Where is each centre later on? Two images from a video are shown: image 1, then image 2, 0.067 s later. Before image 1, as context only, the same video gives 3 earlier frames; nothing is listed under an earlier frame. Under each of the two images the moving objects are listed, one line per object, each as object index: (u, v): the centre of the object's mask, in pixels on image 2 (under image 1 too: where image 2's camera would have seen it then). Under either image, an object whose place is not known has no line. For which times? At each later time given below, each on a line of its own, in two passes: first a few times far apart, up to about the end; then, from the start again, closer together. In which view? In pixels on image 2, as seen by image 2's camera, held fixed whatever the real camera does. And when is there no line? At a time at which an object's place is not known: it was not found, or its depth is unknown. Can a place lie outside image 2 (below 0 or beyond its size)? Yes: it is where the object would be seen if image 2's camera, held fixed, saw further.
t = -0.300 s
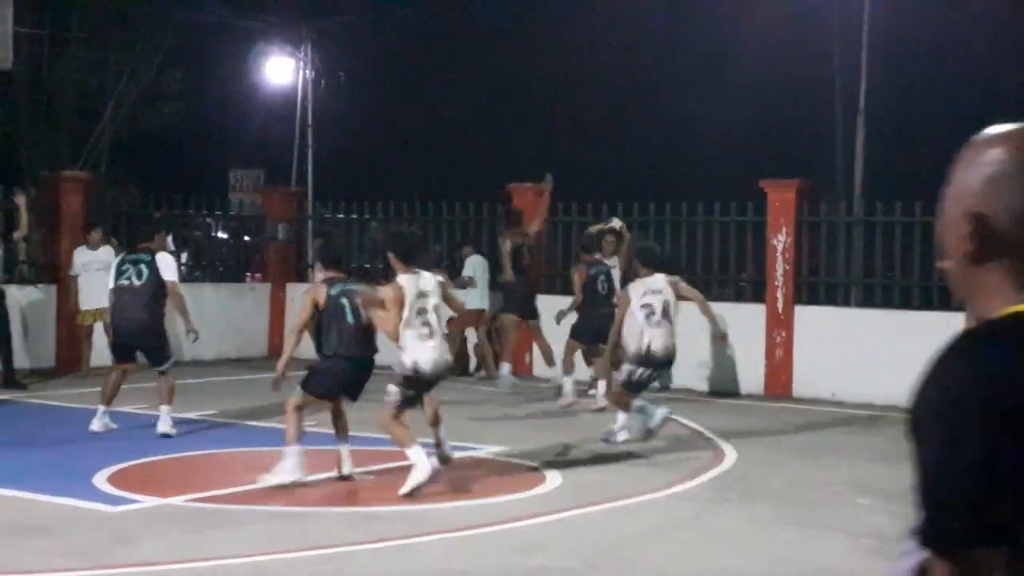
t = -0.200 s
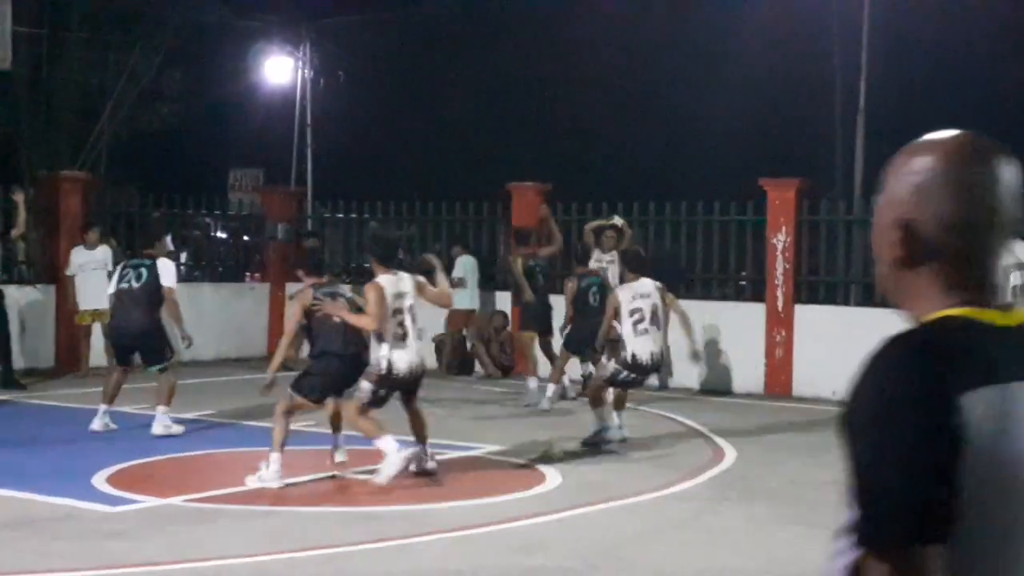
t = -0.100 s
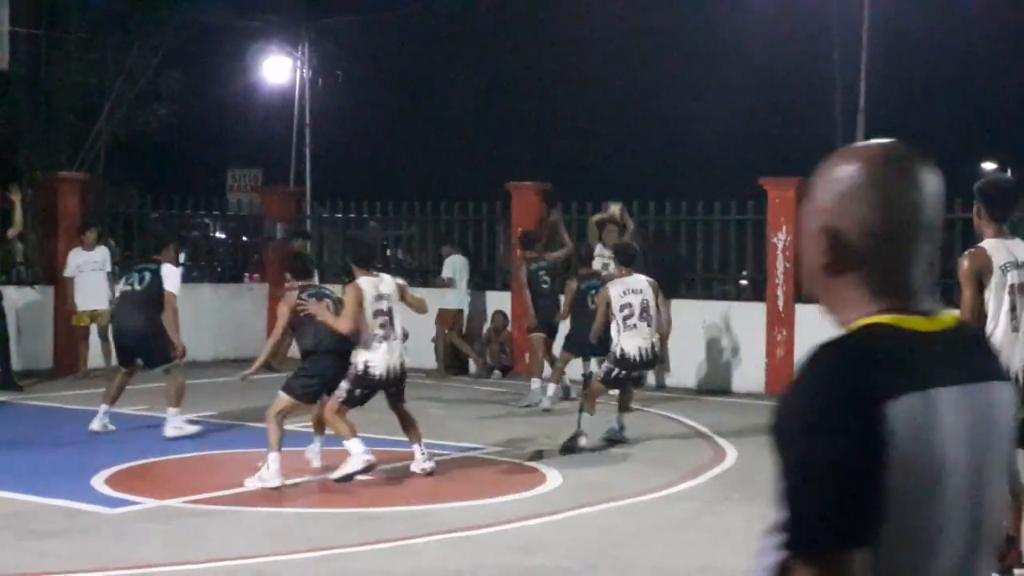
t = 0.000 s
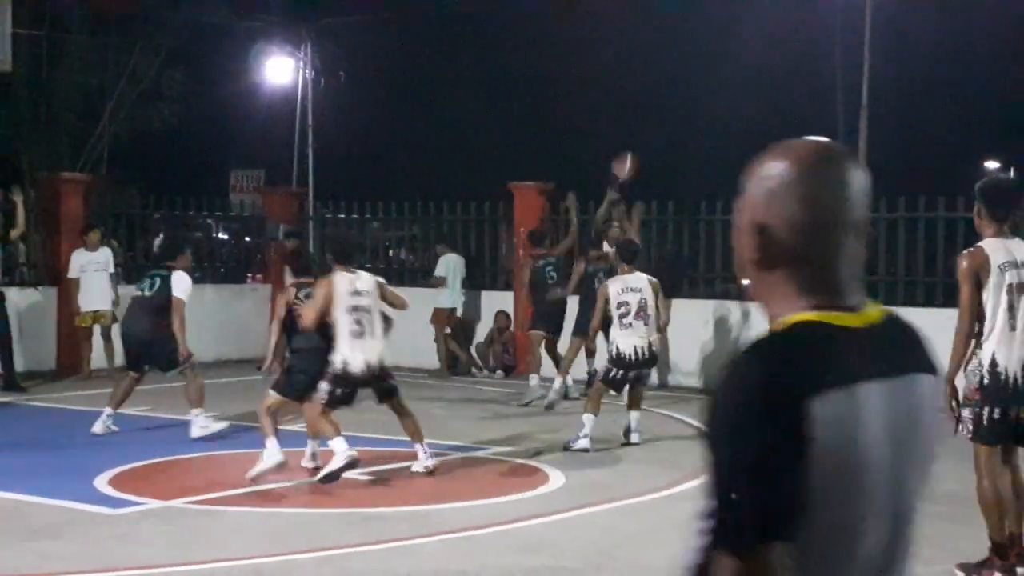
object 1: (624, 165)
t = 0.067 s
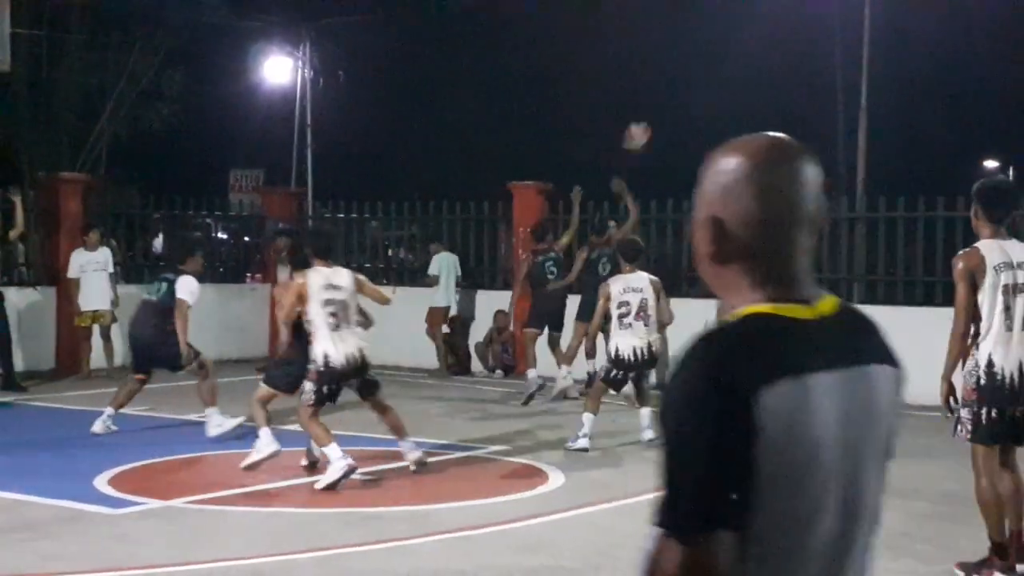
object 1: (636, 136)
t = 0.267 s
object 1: (684, 63)
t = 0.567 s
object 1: (782, 21)
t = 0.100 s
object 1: (643, 122)
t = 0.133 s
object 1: (650, 109)
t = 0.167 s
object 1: (659, 96)
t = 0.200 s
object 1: (666, 84)
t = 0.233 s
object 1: (675, 73)
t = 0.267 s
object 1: (684, 63)
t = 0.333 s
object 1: (702, 46)
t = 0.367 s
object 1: (711, 39)
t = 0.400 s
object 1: (723, 33)
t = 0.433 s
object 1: (734, 28)
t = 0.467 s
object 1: (745, 24)
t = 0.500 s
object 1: (756, 22)
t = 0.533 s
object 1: (770, 21)
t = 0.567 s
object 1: (782, 21)
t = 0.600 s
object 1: (797, 23)
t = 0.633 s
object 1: (812, 27)
